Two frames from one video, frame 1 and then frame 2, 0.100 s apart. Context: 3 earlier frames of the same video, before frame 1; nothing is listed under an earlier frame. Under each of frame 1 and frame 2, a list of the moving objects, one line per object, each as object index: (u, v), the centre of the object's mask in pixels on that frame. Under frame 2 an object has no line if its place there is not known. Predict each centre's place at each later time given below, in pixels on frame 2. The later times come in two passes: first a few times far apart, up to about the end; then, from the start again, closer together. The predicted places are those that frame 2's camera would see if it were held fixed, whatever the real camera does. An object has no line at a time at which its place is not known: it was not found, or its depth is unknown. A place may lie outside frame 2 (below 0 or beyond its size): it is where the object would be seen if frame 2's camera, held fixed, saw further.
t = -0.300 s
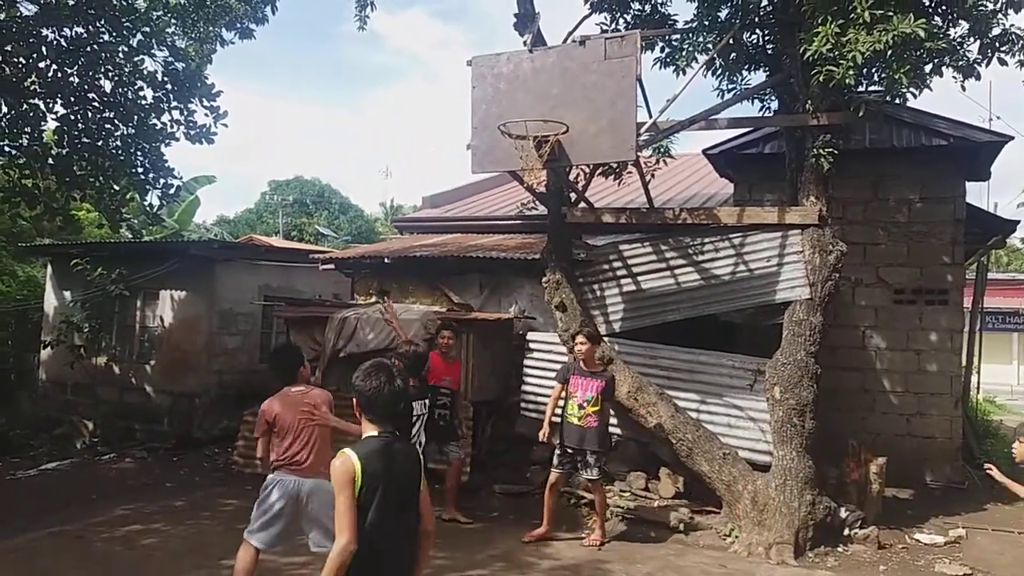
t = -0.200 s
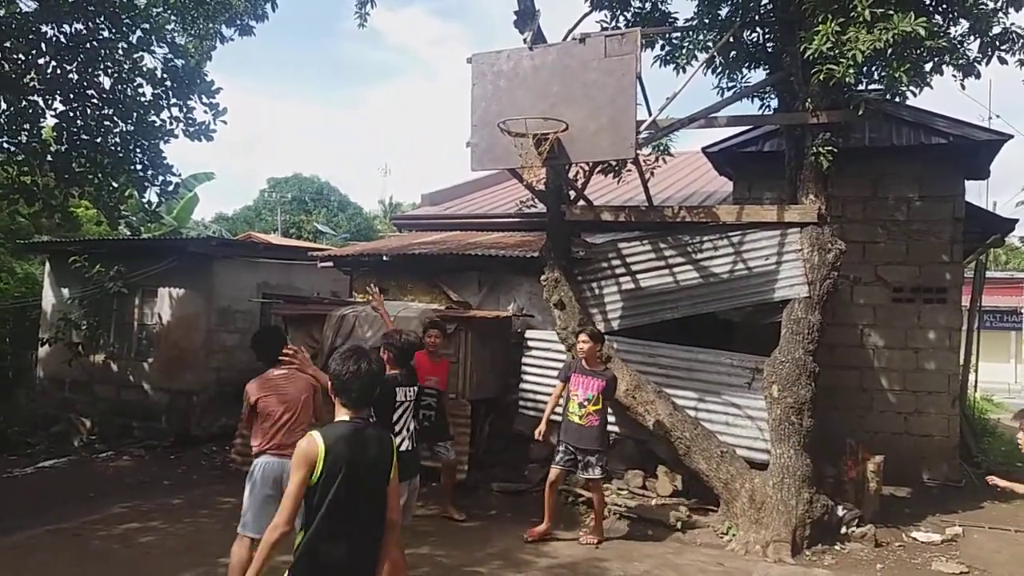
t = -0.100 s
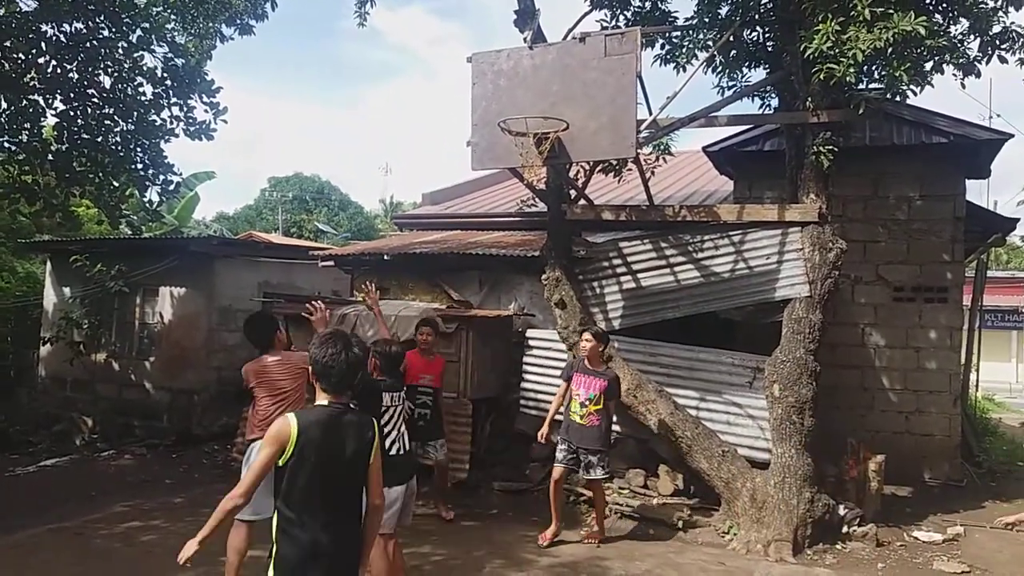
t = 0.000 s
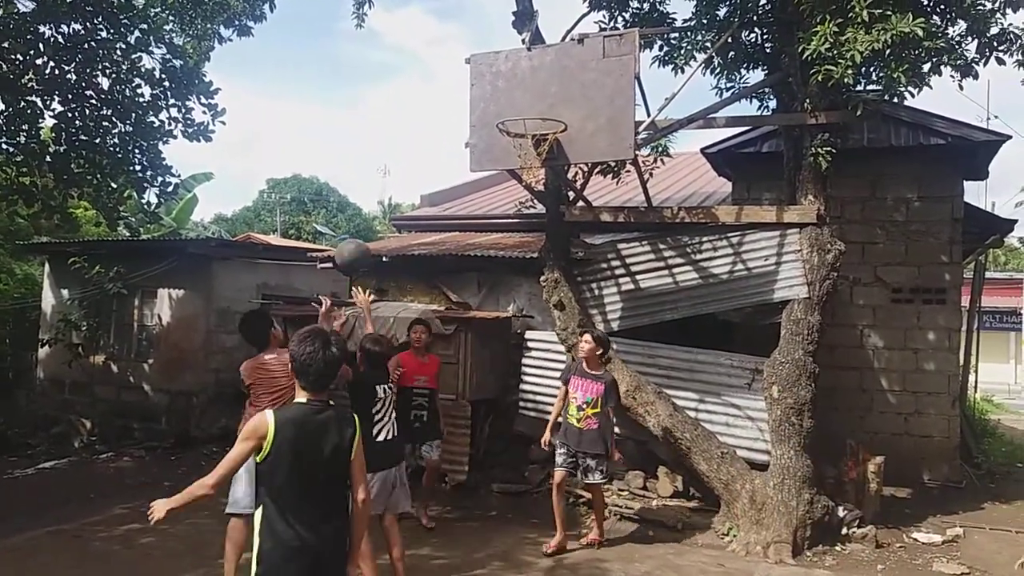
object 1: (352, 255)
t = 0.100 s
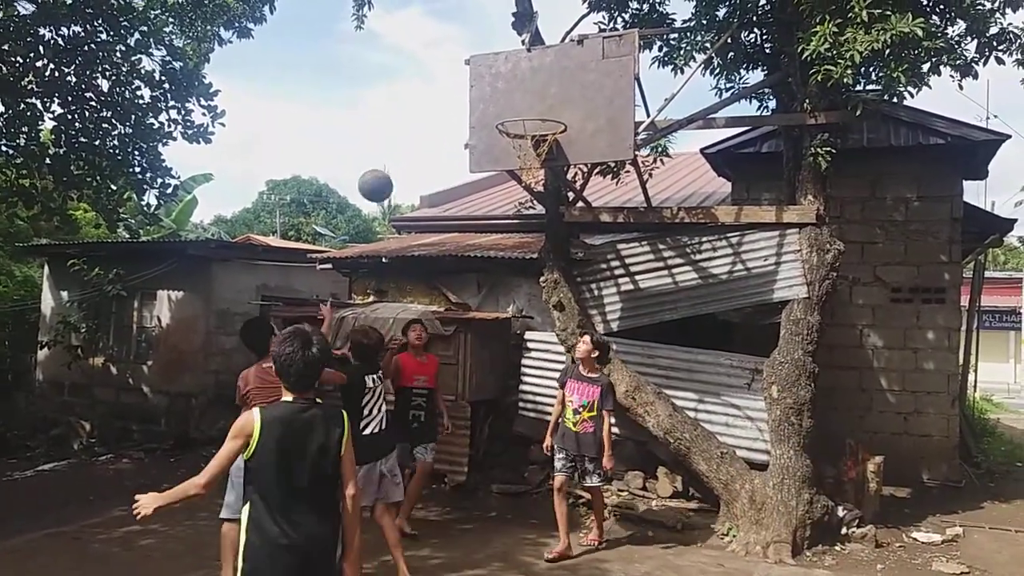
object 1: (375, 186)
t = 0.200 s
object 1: (396, 130)
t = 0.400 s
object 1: (434, 63)
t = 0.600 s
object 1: (469, 54)
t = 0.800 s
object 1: (481, 81)
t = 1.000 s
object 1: (467, 139)
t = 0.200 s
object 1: (396, 130)
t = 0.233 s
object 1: (402, 115)
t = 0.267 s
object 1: (409, 101)
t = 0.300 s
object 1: (416, 89)
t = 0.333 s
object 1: (422, 79)
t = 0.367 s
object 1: (428, 70)
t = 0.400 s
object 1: (434, 63)
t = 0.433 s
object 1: (440, 58)
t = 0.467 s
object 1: (446, 54)
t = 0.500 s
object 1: (451, 52)
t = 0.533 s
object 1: (457, 51)
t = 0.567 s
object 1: (463, 52)
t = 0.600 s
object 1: (469, 54)
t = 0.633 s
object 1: (473, 58)
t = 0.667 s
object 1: (478, 63)
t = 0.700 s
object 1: (483, 69)
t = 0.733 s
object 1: (485, 74)
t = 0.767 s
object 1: (484, 78)
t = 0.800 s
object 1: (481, 81)
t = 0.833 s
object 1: (479, 87)
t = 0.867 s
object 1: (477, 94)
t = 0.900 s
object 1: (474, 103)
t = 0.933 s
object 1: (471, 113)
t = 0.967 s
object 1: (469, 126)
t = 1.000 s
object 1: (467, 139)
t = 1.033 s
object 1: (464, 155)
